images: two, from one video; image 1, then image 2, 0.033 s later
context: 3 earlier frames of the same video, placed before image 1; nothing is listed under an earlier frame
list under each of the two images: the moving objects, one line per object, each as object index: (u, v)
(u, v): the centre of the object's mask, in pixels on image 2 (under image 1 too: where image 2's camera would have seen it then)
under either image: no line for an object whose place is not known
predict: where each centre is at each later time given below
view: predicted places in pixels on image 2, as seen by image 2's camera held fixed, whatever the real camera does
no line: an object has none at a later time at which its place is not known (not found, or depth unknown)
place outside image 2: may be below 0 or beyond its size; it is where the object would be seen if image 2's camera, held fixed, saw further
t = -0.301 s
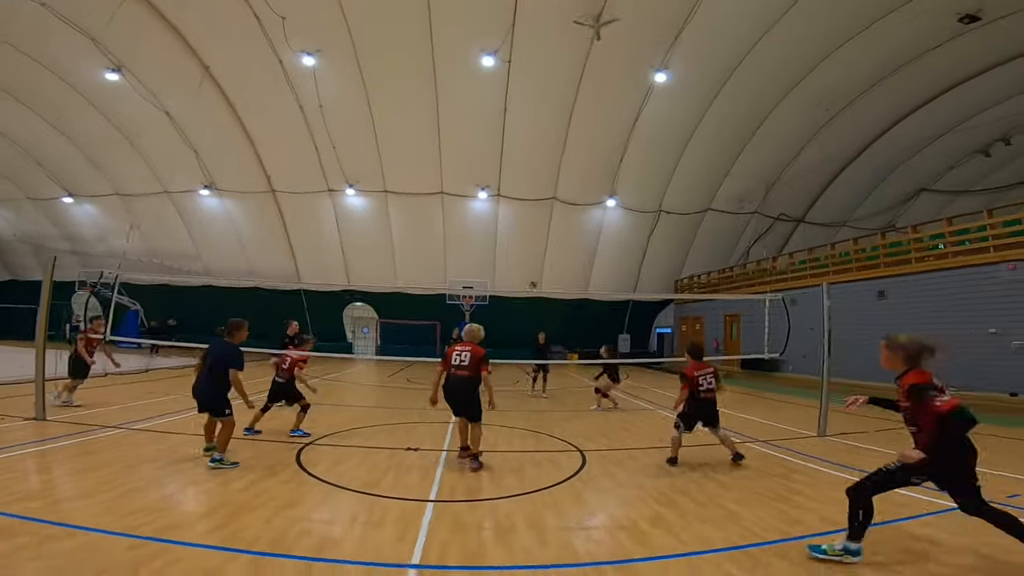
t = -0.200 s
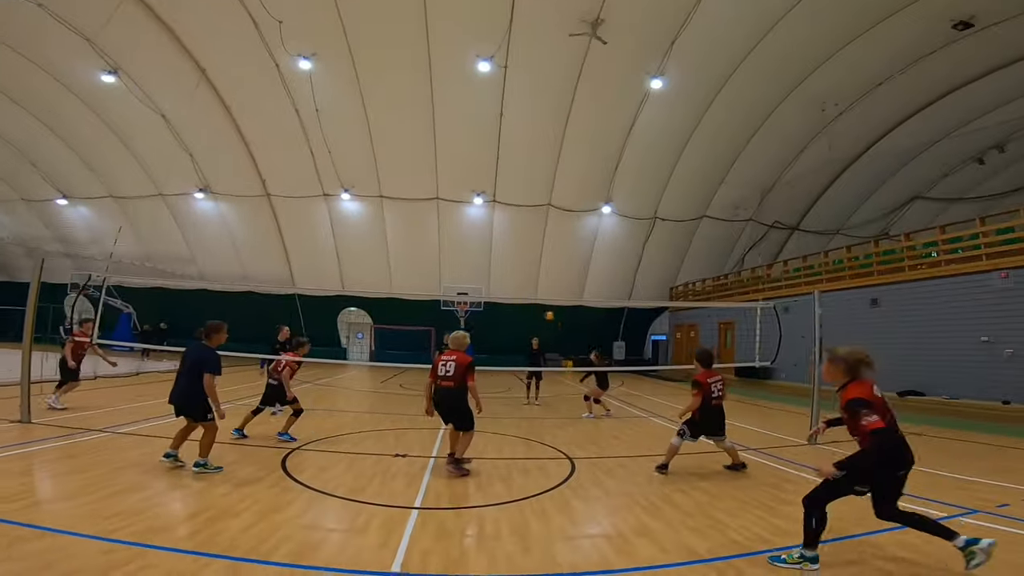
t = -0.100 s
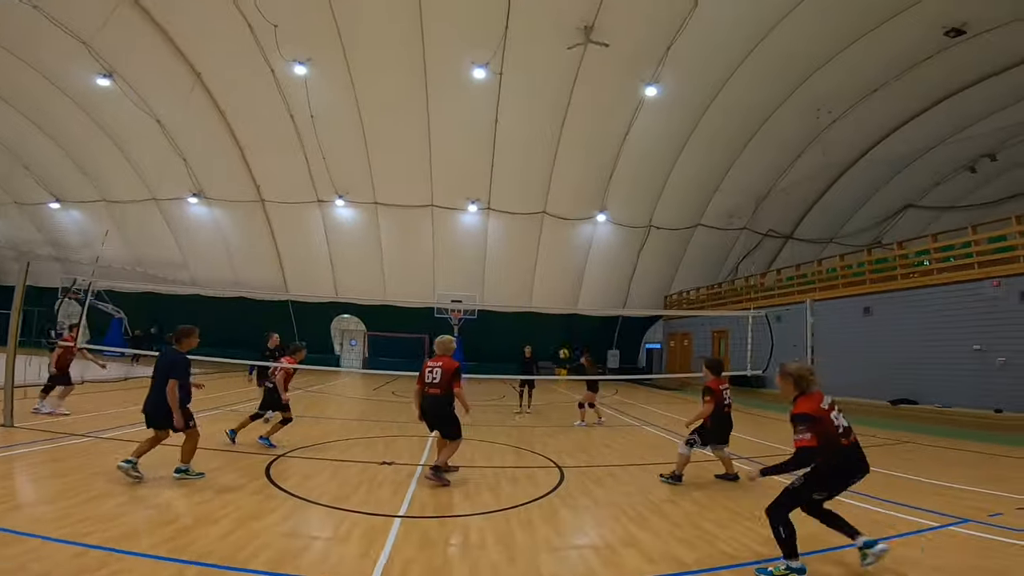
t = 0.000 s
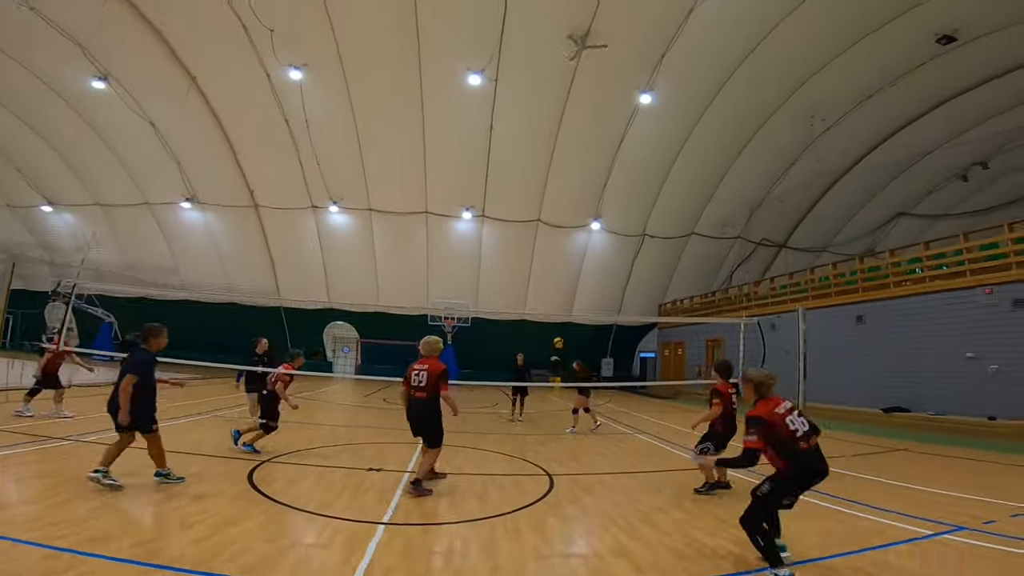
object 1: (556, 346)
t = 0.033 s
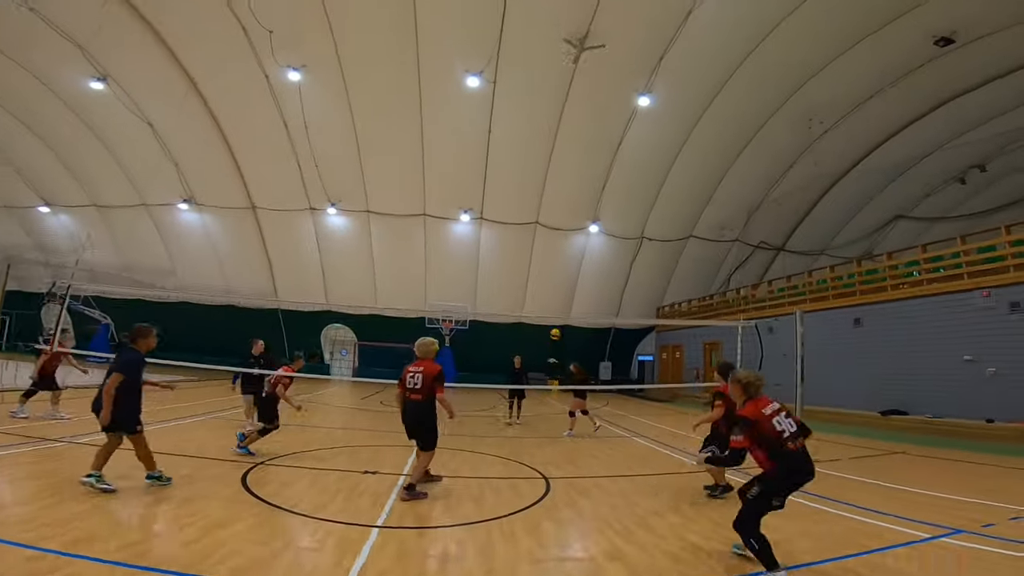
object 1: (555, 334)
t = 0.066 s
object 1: (550, 323)
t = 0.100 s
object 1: (552, 310)
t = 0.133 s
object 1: (549, 301)
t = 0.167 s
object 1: (547, 287)
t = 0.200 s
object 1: (545, 277)
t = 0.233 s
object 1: (542, 264)
